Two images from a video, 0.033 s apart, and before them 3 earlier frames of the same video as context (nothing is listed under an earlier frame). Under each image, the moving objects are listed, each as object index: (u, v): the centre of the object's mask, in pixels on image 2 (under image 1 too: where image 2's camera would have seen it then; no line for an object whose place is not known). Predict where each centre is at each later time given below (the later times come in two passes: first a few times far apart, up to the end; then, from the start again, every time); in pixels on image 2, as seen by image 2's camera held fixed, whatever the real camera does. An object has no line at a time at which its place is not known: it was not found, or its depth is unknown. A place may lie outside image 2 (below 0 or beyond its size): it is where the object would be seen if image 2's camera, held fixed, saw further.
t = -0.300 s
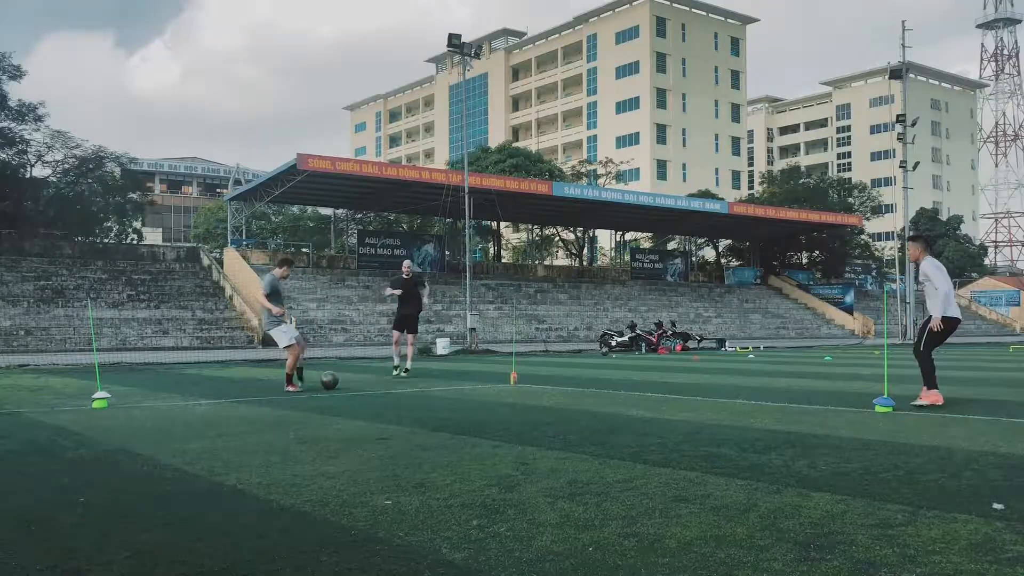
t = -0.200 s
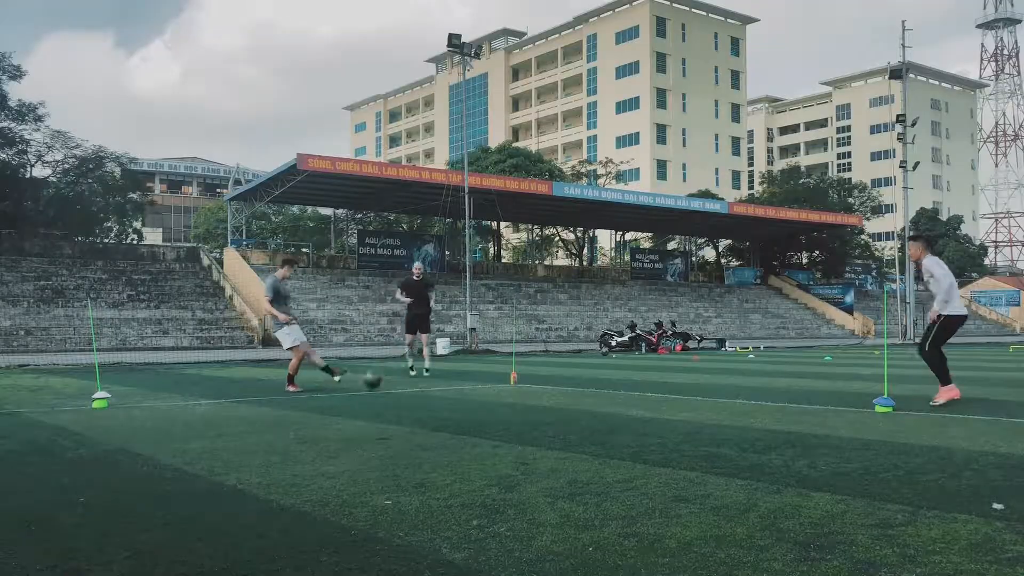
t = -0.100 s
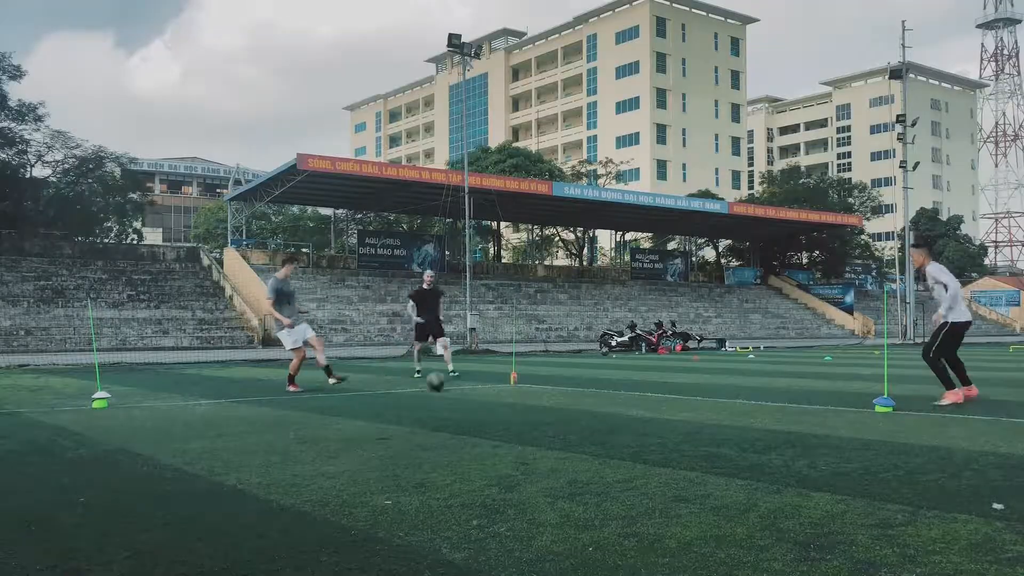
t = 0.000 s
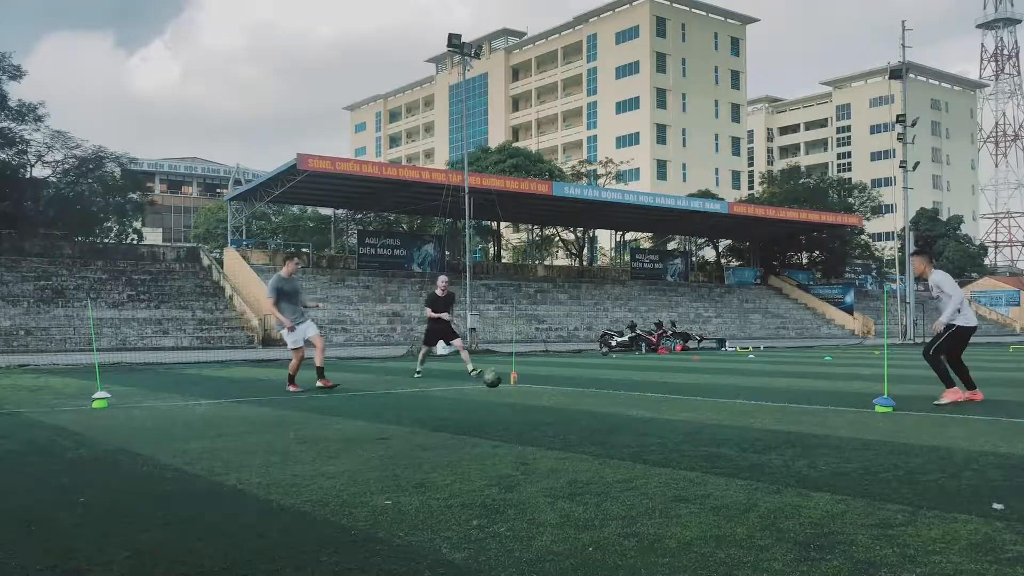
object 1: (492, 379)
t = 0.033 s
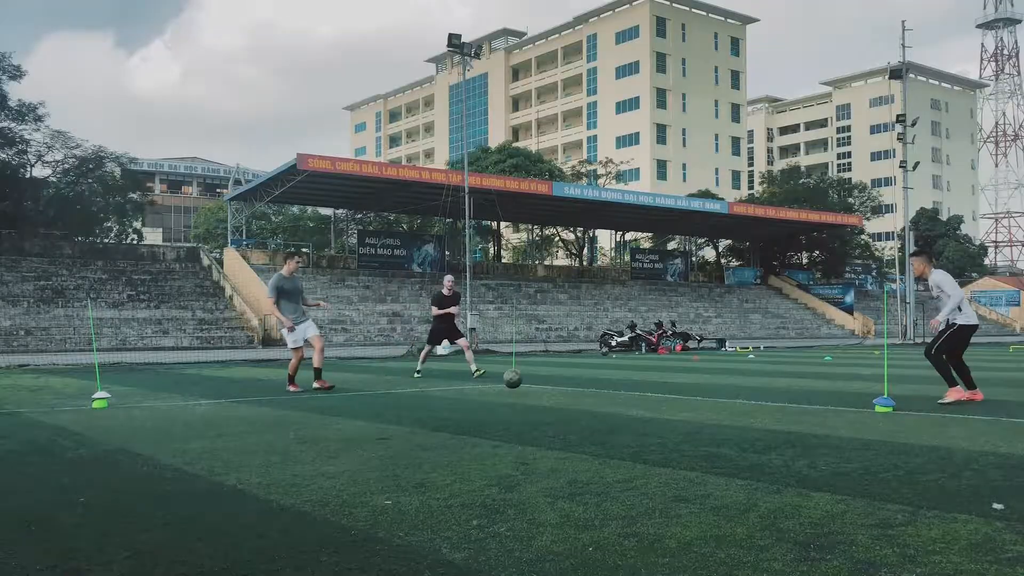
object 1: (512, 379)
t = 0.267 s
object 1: (637, 382)
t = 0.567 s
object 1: (796, 393)
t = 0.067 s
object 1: (532, 381)
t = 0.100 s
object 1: (552, 385)
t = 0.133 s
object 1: (571, 385)
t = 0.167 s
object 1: (587, 382)
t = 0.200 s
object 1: (603, 380)
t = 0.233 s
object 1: (619, 380)
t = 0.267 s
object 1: (637, 382)
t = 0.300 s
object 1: (654, 383)
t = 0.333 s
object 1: (669, 385)
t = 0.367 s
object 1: (688, 388)
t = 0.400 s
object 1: (706, 390)
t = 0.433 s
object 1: (724, 388)
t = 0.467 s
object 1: (741, 387)
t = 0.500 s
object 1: (760, 389)
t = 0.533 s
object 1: (777, 392)
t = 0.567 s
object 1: (796, 393)
